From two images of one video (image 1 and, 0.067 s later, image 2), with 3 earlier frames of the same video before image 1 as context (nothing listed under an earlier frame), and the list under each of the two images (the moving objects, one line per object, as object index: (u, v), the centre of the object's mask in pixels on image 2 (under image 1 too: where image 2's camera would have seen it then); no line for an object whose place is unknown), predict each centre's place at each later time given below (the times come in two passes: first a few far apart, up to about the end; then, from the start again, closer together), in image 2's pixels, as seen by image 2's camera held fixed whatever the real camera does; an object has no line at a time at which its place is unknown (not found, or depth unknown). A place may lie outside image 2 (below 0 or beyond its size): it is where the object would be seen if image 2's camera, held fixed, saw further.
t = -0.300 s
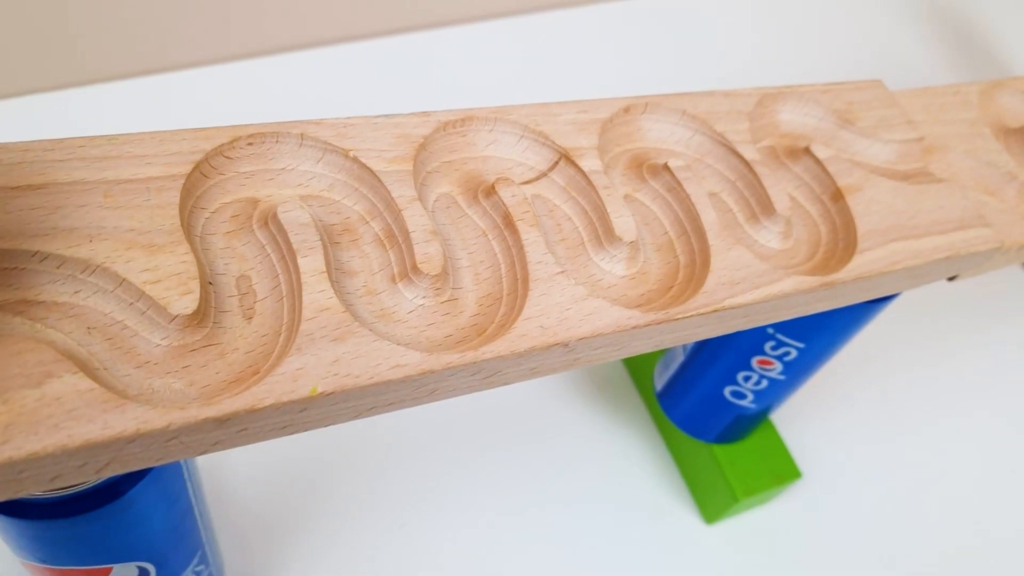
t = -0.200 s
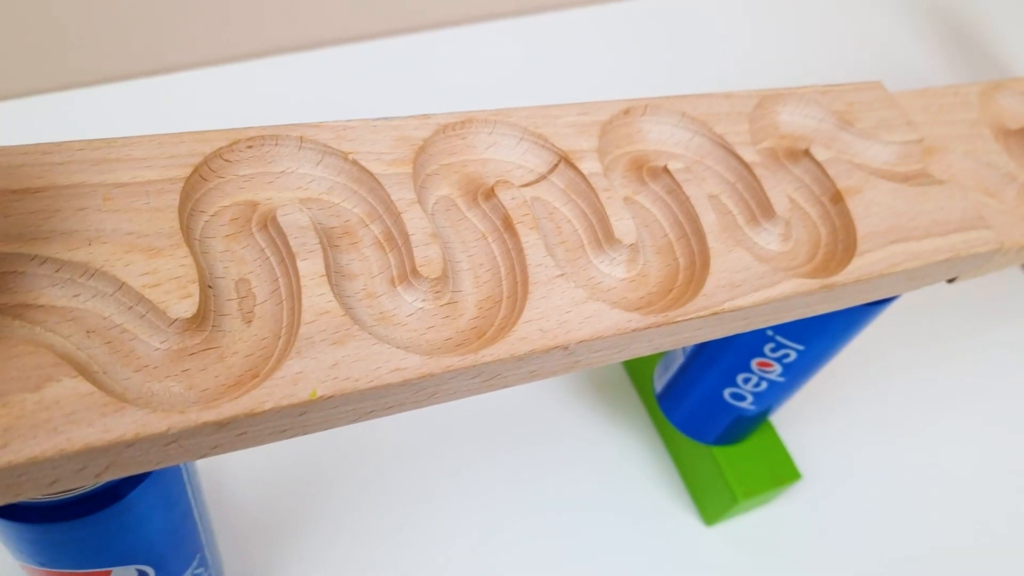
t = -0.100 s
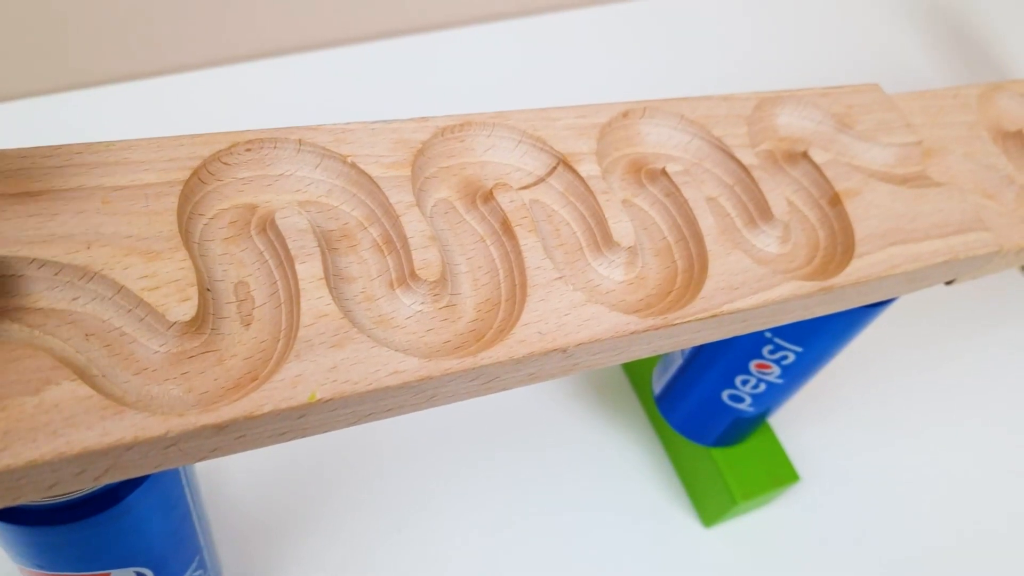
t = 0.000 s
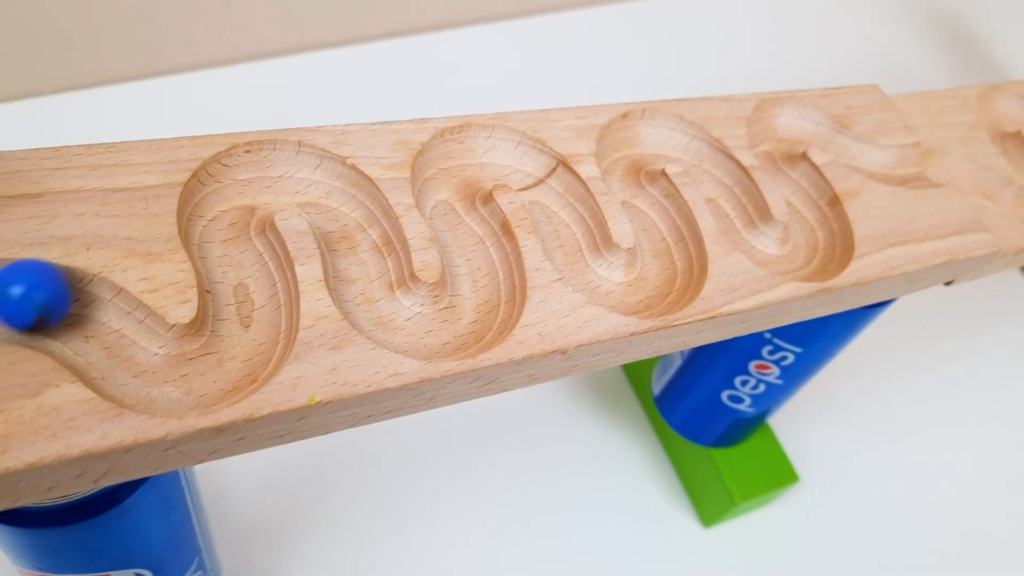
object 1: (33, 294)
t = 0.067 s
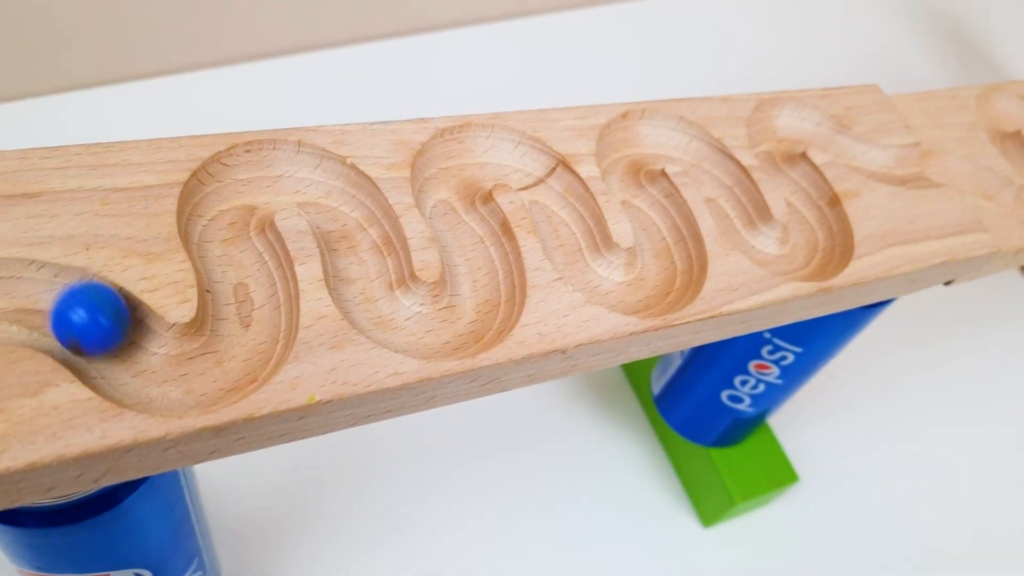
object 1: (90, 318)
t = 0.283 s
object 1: (252, 269)
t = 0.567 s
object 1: (359, 221)
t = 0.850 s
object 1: (482, 254)
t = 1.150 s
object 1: (549, 181)
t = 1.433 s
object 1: (676, 261)
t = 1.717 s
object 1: (674, 136)
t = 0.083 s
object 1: (105, 333)
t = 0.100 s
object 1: (122, 347)
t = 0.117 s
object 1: (139, 363)
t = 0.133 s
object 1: (161, 377)
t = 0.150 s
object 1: (184, 381)
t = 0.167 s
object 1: (206, 377)
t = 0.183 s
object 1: (225, 368)
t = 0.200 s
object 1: (240, 354)
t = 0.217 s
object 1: (250, 336)
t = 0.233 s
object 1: (259, 317)
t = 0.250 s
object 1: (262, 299)
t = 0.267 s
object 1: (260, 283)
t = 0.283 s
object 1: (252, 269)
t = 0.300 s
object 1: (243, 255)
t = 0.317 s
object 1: (233, 242)
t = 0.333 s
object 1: (223, 230)
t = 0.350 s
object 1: (218, 217)
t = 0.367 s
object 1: (217, 207)
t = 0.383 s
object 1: (222, 199)
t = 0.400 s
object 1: (232, 192)
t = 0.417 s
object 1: (243, 185)
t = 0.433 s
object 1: (256, 178)
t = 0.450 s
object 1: (270, 172)
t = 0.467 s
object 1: (284, 170)
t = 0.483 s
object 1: (300, 172)
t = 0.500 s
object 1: (316, 177)
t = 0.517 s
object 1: (329, 185)
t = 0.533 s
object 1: (341, 196)
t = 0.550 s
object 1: (351, 208)
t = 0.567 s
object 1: (359, 221)
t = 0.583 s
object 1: (364, 235)
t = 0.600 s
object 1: (367, 251)
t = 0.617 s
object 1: (369, 267)
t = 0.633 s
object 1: (371, 283)
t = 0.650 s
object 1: (374, 298)
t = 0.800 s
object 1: (492, 296)
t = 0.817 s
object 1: (490, 283)
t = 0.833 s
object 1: (486, 268)
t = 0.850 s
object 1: (482, 254)
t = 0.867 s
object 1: (478, 240)
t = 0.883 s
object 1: (474, 226)
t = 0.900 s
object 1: (466, 214)
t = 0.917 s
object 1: (456, 203)
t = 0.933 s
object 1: (446, 193)
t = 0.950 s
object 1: (440, 180)
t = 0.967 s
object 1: (441, 173)
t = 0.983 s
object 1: (445, 170)
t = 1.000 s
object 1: (454, 167)
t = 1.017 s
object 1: (464, 163)
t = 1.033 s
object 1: (473, 157)
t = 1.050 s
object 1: (482, 151)
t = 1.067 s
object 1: (492, 149)
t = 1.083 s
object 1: (503, 151)
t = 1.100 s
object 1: (514, 158)
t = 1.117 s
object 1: (526, 165)
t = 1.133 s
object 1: (538, 173)
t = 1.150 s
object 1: (549, 181)
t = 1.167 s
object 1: (558, 190)
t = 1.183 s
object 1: (563, 200)
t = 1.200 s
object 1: (565, 213)
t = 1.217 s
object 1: (569, 225)
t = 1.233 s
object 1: (572, 237)
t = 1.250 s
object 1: (576, 249)
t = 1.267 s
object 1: (580, 260)
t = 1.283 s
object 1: (587, 269)
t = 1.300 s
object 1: (597, 276)
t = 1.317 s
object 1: (608, 282)
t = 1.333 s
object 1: (620, 286)
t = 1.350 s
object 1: (634, 288)
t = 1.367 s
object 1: (647, 289)
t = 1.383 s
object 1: (660, 286)
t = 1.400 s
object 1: (670, 279)
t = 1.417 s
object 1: (675, 271)
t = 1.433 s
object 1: (676, 261)
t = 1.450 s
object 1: (674, 249)
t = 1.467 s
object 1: (671, 236)
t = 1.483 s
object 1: (667, 224)
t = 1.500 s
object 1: (661, 211)
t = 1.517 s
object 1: (653, 200)
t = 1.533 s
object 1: (644, 190)
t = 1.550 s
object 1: (636, 180)
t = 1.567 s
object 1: (627, 170)
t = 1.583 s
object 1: (622, 160)
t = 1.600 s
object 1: (622, 153)
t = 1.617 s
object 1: (624, 150)
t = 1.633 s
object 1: (630, 147)
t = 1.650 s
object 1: (640, 144)
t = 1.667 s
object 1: (647, 139)
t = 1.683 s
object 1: (655, 135)
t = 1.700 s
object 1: (665, 133)
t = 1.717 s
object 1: (674, 136)
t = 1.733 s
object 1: (684, 142)
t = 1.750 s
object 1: (694, 150)
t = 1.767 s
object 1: (705, 159)
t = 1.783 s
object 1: (714, 168)
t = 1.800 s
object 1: (723, 178)
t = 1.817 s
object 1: (731, 188)
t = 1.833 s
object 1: (736, 199)
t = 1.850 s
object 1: (739, 210)
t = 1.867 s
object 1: (741, 220)
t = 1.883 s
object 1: (745, 229)
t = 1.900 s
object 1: (752, 236)
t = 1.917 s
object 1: (761, 242)
